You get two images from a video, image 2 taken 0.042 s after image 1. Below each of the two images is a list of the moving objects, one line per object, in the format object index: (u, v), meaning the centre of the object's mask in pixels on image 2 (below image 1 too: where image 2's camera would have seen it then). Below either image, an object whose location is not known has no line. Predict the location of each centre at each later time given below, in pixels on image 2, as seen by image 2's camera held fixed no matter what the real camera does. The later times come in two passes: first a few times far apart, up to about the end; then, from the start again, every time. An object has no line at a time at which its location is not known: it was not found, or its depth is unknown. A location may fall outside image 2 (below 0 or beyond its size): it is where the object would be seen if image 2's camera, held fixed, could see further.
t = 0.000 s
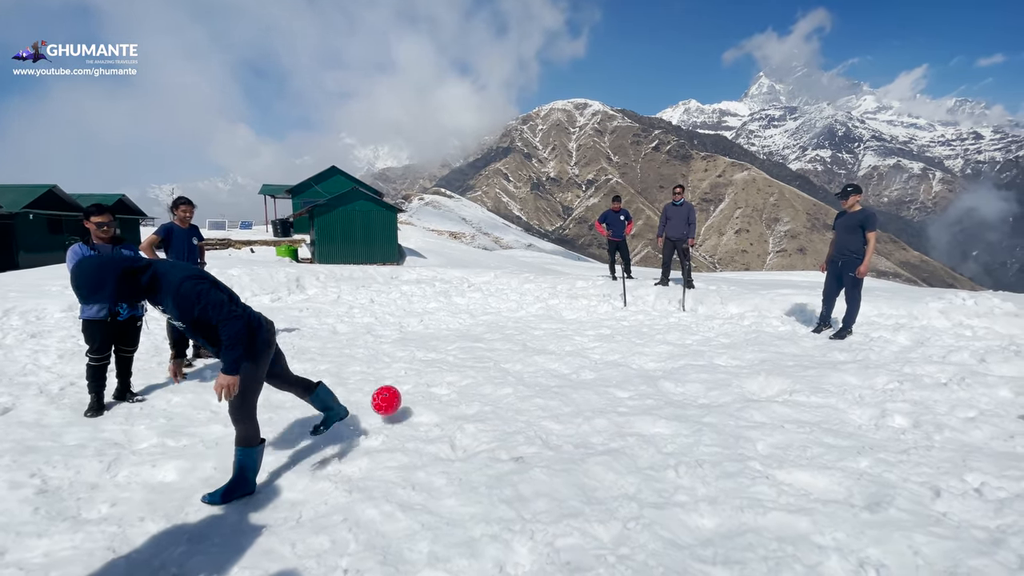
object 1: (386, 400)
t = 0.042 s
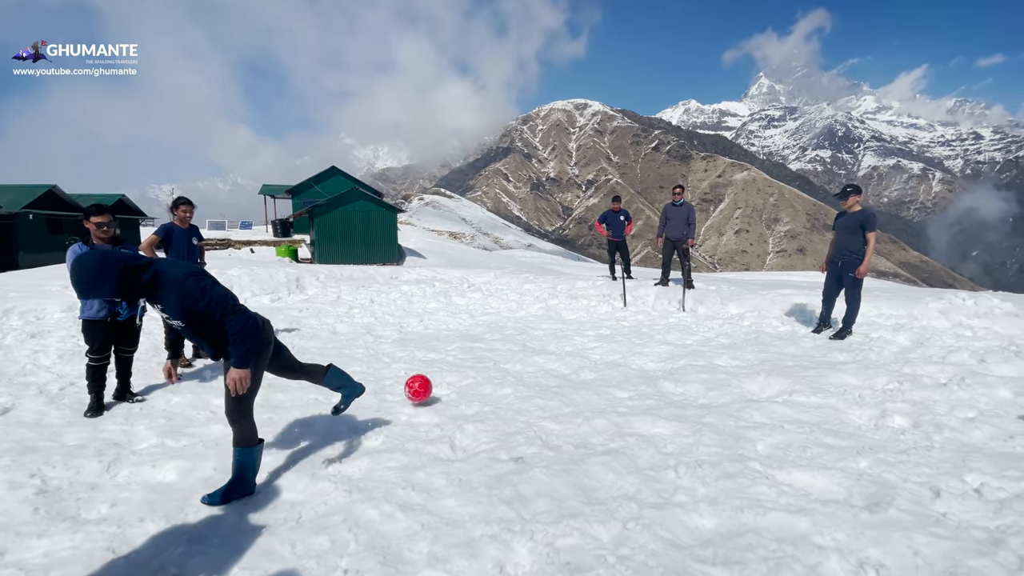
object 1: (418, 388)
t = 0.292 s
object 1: (526, 326)
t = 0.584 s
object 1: (584, 312)
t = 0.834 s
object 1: (611, 299)
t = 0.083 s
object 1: (446, 379)
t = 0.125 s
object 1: (471, 373)
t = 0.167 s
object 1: (489, 363)
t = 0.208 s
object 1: (502, 348)
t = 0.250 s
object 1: (515, 336)
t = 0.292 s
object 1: (526, 326)
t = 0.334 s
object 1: (536, 319)
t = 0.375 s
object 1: (546, 314)
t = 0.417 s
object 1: (555, 311)
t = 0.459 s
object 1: (563, 309)
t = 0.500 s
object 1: (571, 308)
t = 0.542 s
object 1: (578, 310)
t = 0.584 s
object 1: (584, 312)
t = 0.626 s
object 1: (591, 315)
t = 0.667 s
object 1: (595, 312)
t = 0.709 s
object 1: (600, 308)
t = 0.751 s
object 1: (604, 304)
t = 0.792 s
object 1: (607, 302)
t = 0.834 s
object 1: (611, 299)
